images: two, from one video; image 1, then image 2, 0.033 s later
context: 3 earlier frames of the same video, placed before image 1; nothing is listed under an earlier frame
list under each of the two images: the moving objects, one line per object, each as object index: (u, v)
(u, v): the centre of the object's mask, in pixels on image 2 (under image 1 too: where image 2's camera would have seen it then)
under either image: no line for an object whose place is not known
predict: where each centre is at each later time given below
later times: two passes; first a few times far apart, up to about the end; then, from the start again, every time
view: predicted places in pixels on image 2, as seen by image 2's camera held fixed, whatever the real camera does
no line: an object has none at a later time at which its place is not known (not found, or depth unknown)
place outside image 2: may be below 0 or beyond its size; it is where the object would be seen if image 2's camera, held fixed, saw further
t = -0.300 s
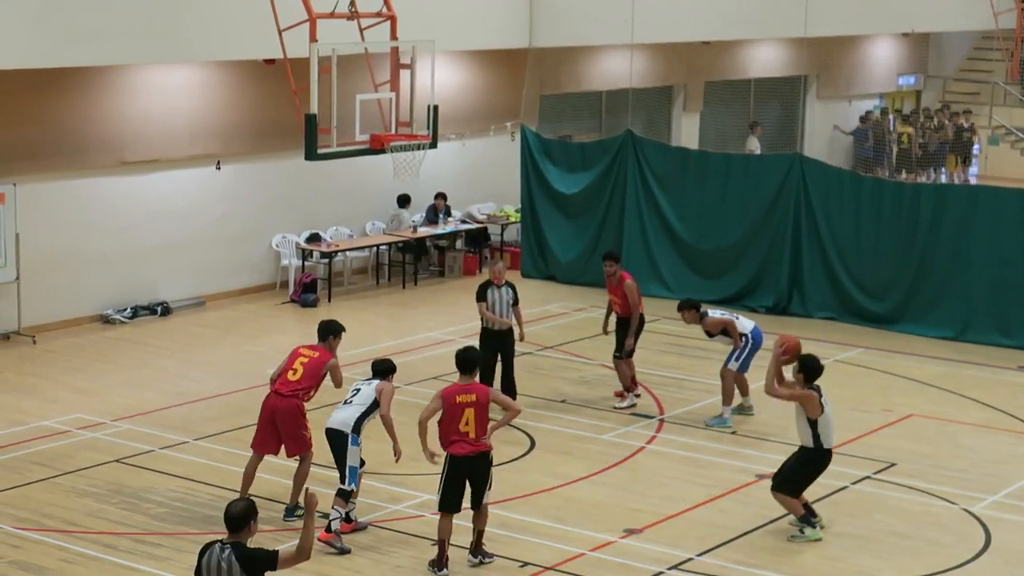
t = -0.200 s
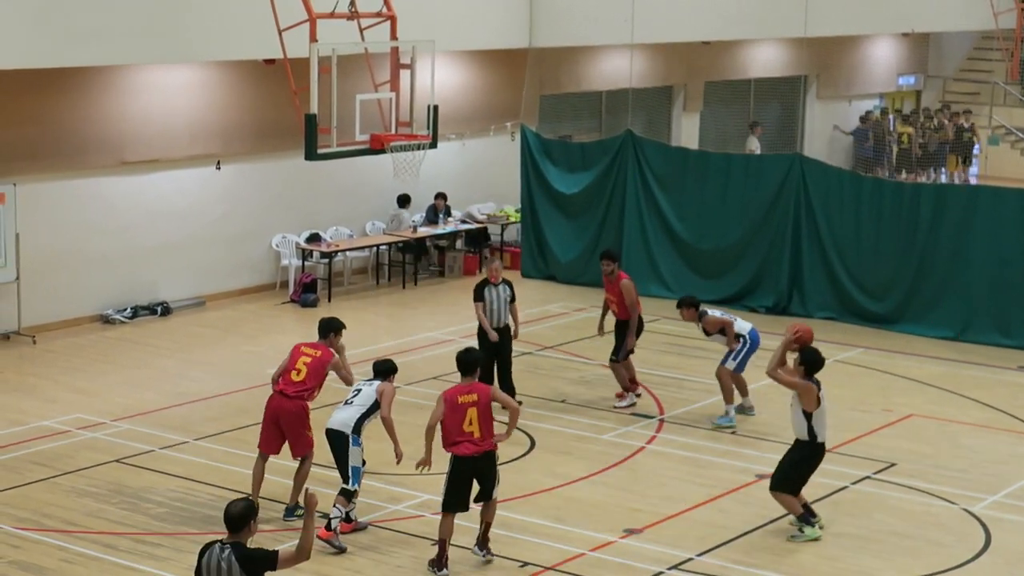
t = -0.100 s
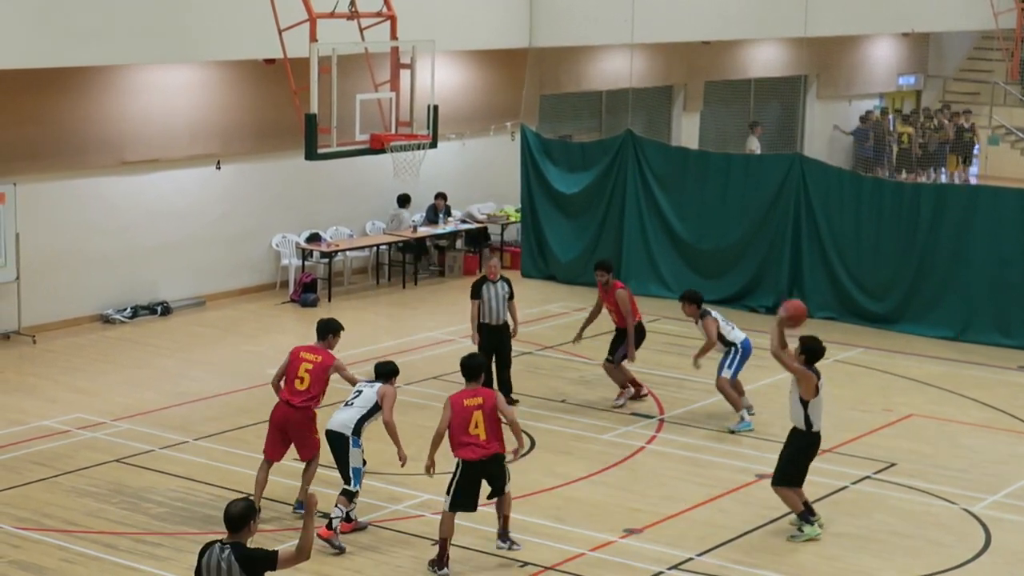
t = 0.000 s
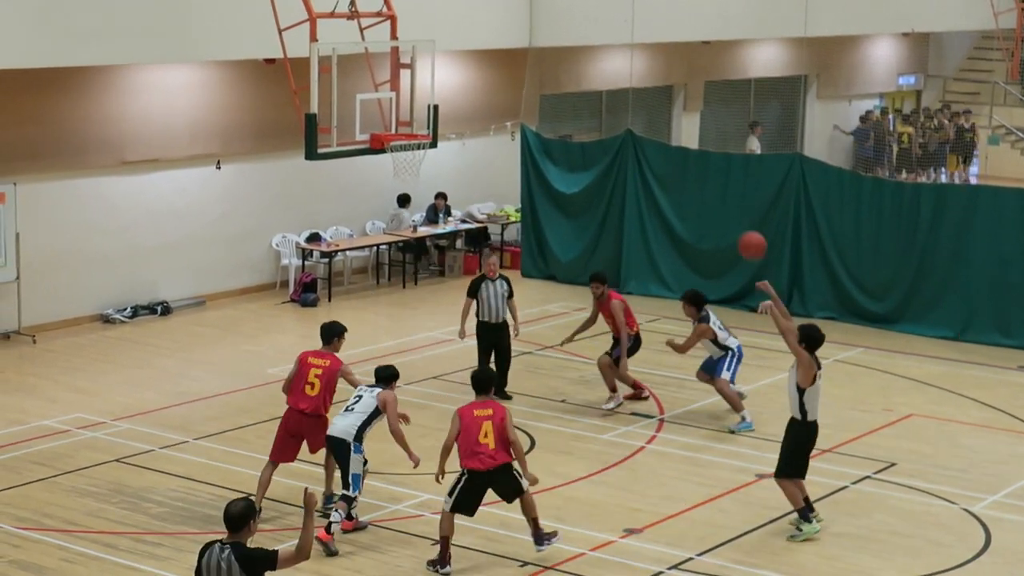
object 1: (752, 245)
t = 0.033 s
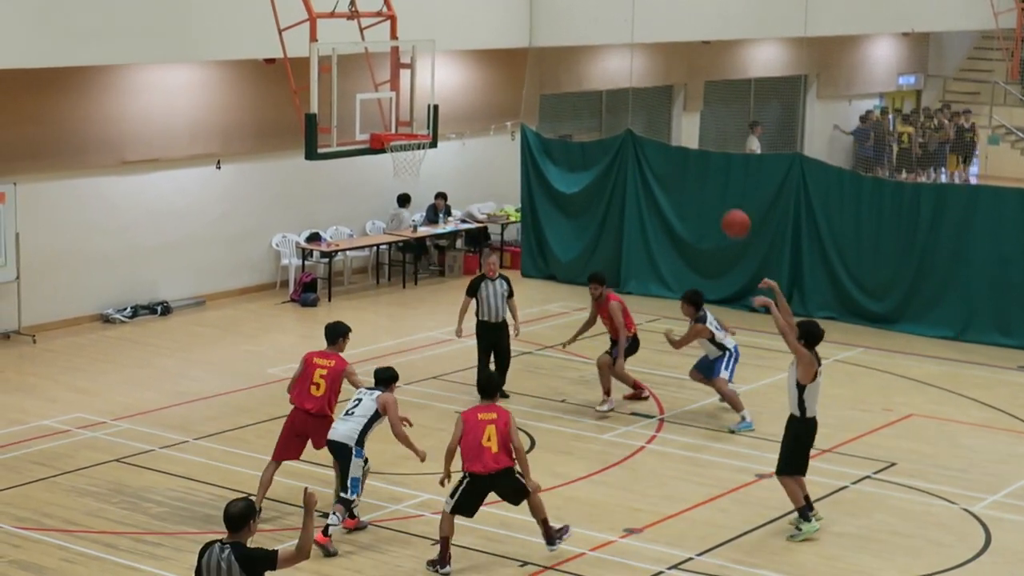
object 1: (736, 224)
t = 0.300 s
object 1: (613, 101)
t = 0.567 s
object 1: (498, 65)
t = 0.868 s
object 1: (381, 114)
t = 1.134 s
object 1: (422, 174)
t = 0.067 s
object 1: (720, 203)
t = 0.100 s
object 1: (704, 184)
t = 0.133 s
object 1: (689, 167)
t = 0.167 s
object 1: (673, 152)
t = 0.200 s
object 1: (657, 137)
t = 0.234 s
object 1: (643, 123)
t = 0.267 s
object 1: (627, 112)
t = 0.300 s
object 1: (613, 101)
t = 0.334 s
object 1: (598, 92)
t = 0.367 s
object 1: (583, 84)
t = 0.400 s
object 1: (568, 78)
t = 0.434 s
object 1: (554, 73)
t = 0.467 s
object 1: (540, 70)
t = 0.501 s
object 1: (526, 67)
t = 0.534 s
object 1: (512, 66)
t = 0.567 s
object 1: (498, 65)
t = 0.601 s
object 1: (484, 67)
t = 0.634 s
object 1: (471, 69)
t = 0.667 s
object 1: (458, 72)
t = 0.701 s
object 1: (445, 76)
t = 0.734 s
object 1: (432, 82)
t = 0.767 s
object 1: (419, 89)
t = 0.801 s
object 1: (406, 96)
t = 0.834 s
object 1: (394, 105)
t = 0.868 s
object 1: (381, 114)
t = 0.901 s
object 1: (388, 123)
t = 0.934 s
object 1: (397, 129)
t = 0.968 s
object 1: (408, 147)
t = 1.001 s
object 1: (415, 154)
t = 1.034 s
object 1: (418, 160)
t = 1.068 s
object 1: (419, 164)
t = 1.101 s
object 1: (421, 168)
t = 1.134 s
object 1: (422, 174)
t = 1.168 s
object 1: (423, 180)
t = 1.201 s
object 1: (424, 188)
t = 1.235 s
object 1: (425, 196)
